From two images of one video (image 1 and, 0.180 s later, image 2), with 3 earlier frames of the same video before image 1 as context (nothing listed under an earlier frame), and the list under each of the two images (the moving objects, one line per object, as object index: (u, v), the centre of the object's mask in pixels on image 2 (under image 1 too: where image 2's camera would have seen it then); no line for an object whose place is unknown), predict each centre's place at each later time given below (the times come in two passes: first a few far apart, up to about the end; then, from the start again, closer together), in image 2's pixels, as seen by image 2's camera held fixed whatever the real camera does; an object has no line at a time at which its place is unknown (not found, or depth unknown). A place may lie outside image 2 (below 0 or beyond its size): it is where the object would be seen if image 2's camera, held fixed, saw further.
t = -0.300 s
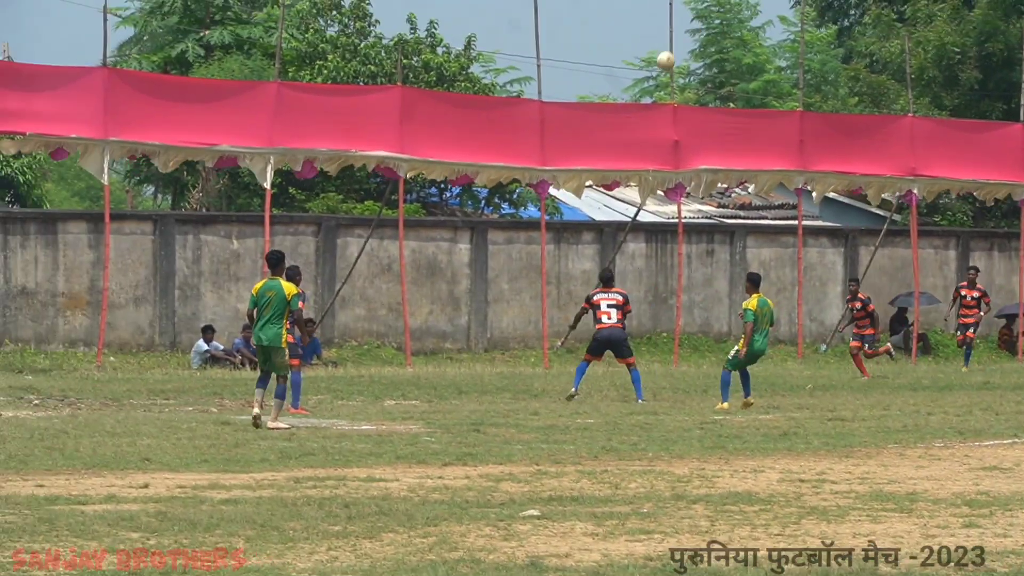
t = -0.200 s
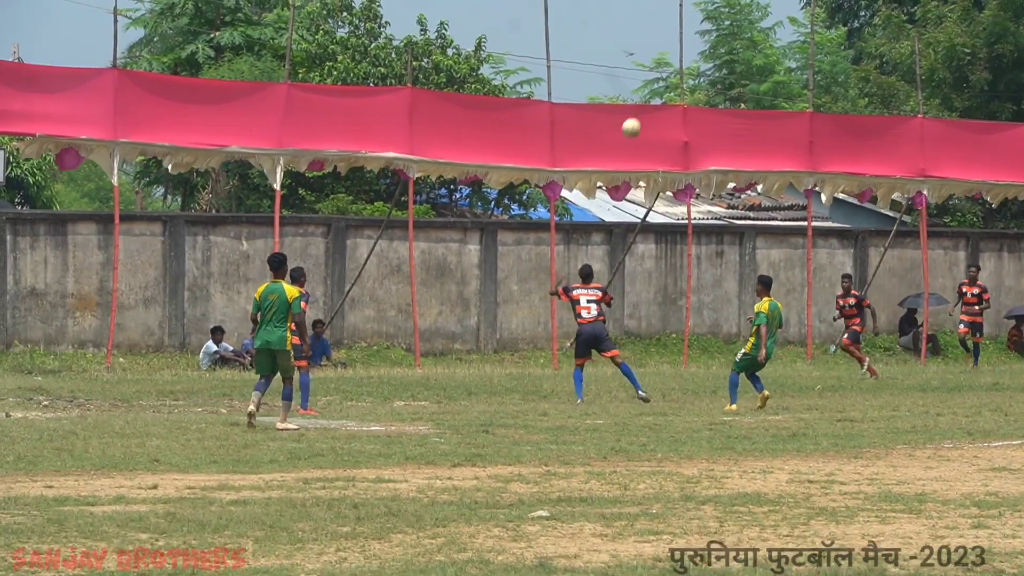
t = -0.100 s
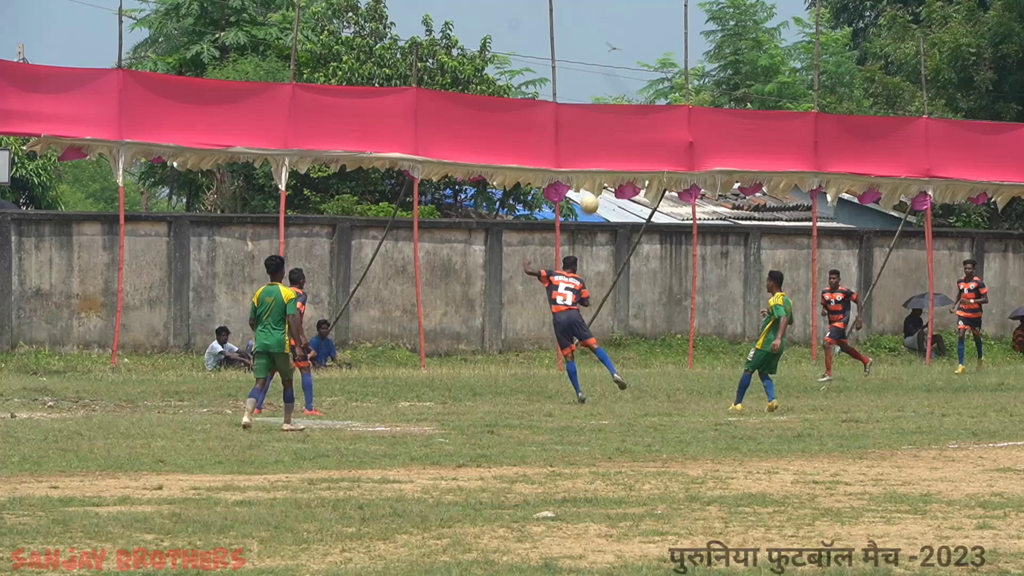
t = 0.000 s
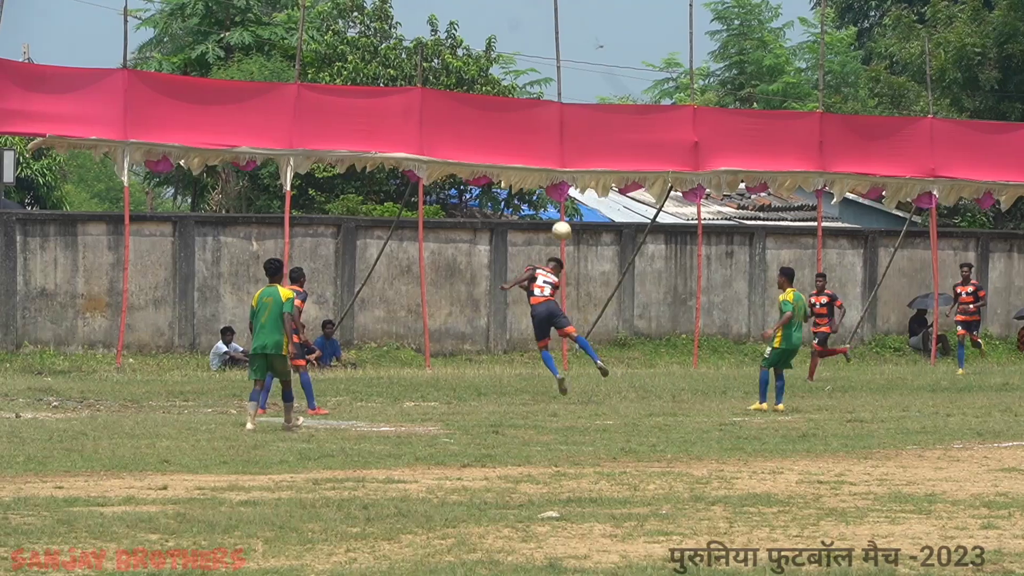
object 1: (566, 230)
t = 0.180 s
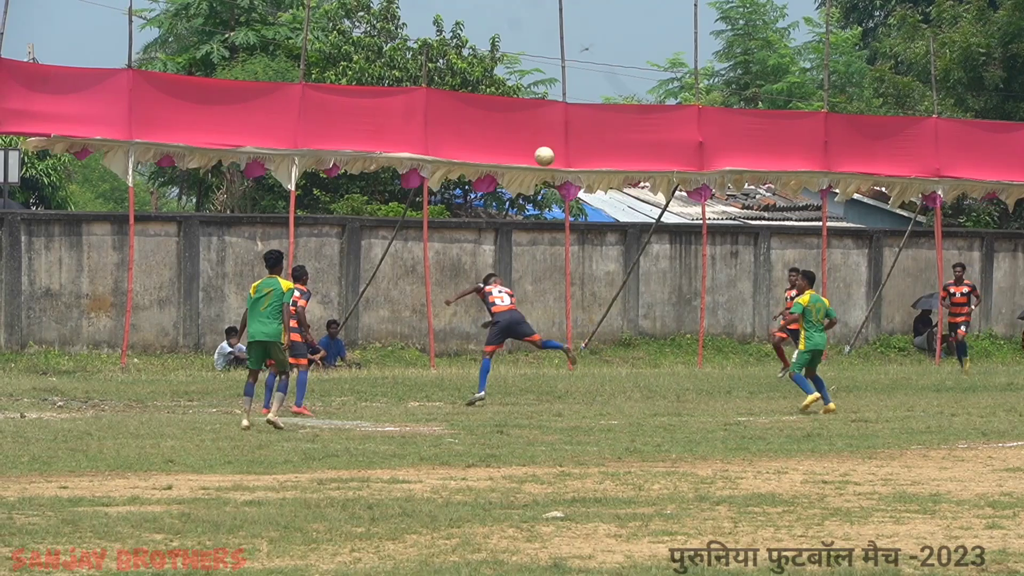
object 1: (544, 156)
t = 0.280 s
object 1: (531, 127)
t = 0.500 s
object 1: (499, 99)
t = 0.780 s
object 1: (451, 131)
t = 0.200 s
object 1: (542, 150)
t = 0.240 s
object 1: (537, 138)
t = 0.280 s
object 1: (531, 127)
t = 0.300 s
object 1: (528, 123)
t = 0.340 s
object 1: (523, 115)
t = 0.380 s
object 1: (517, 109)
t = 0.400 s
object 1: (514, 106)
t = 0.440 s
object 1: (508, 101)
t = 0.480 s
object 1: (502, 99)
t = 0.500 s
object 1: (499, 99)
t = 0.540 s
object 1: (492, 97)
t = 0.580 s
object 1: (486, 100)
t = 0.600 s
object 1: (482, 101)
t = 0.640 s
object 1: (475, 104)
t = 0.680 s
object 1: (469, 110)
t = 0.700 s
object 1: (465, 113)
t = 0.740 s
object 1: (458, 121)
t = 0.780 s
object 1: (451, 131)
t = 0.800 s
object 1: (447, 136)
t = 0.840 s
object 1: (440, 148)
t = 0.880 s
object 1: (432, 165)
